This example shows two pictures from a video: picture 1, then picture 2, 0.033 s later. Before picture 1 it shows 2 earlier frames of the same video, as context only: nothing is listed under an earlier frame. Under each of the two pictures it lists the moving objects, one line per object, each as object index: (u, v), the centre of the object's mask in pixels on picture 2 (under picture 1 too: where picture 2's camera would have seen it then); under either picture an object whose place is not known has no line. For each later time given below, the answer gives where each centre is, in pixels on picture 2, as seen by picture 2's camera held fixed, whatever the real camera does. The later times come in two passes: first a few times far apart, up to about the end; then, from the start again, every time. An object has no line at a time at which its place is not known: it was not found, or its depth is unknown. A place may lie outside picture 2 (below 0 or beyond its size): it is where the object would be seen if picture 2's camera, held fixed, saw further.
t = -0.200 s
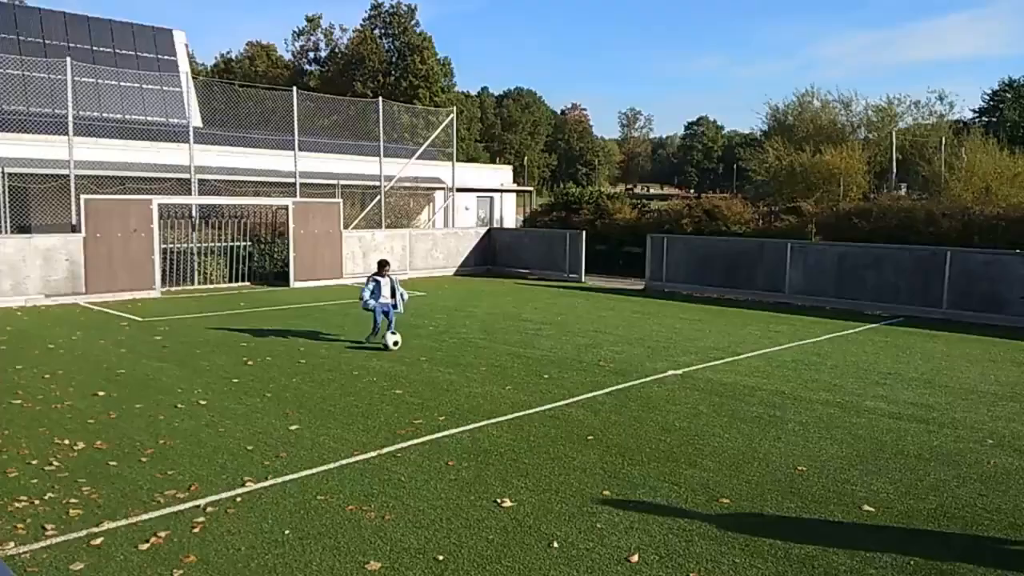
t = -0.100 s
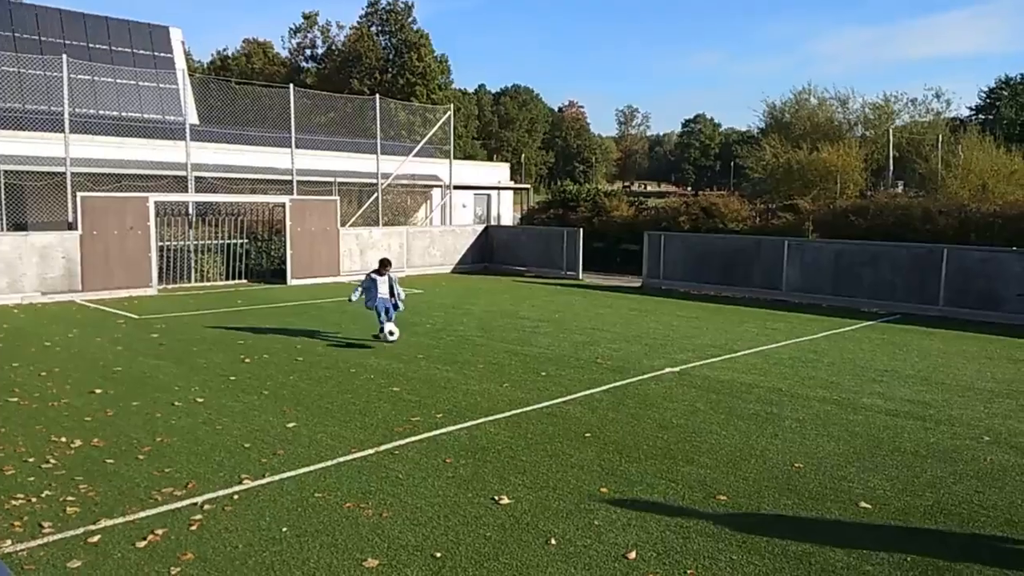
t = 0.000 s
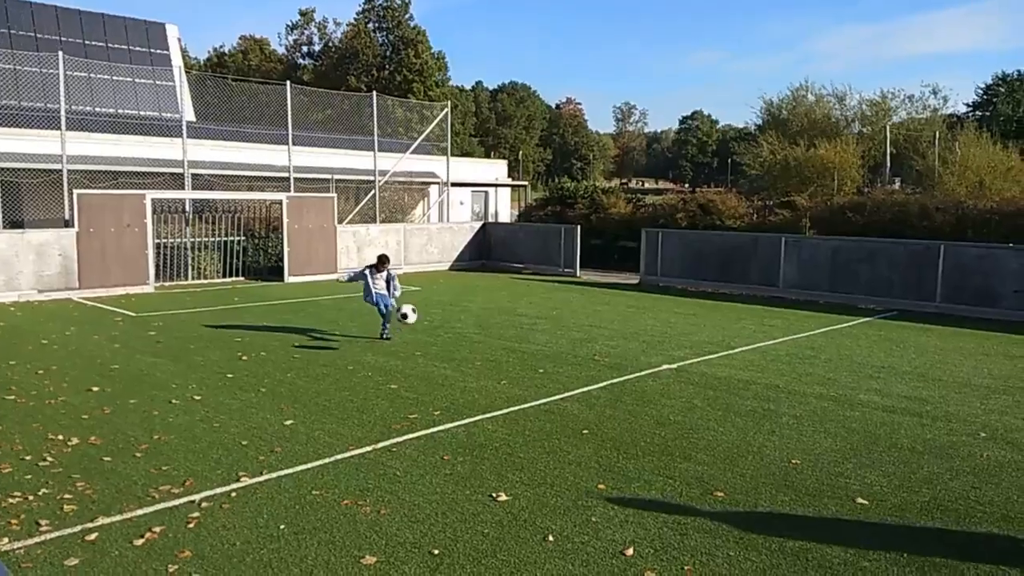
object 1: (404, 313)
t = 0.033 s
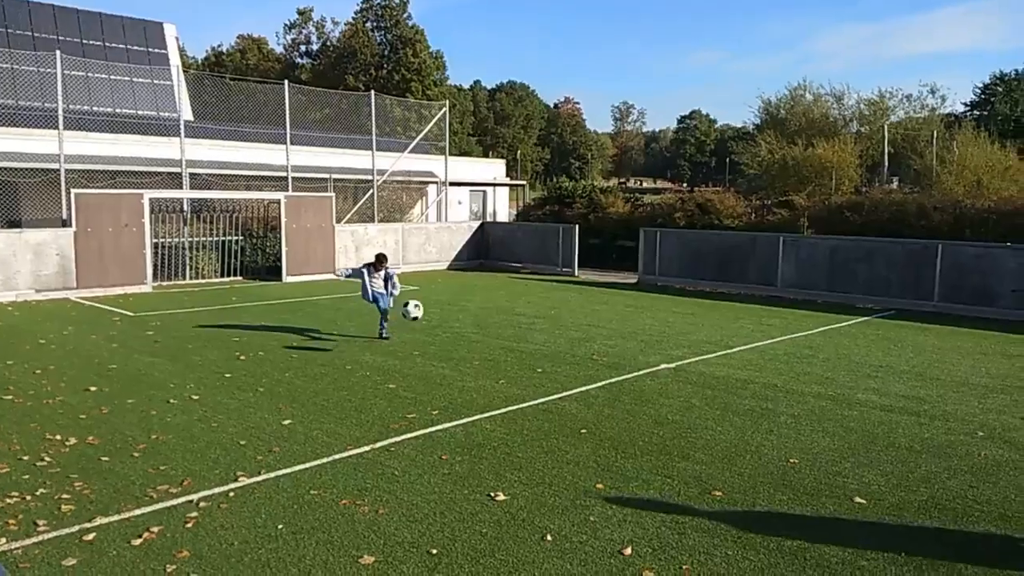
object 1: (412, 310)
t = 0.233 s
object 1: (463, 308)
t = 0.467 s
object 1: (539, 361)
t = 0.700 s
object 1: (616, 383)
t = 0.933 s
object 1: (695, 402)
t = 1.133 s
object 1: (762, 440)
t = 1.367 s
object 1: (831, 456)
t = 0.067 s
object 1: (421, 306)
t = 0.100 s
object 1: (428, 305)
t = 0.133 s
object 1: (436, 305)
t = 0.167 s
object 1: (445, 305)
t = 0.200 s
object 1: (455, 306)
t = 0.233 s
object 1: (463, 308)
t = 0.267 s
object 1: (473, 312)
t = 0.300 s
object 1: (484, 316)
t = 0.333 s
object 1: (494, 322)
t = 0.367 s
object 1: (505, 330)
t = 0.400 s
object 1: (516, 338)
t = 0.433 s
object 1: (527, 349)
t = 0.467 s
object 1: (539, 361)
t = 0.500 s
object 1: (551, 374)
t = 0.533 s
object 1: (563, 389)
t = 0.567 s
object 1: (577, 403)
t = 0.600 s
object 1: (587, 396)
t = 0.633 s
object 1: (596, 390)
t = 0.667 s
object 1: (606, 386)
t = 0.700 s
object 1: (616, 383)
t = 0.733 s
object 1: (627, 381)
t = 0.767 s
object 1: (637, 381)
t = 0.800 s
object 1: (649, 382)
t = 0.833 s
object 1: (661, 385)
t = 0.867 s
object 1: (672, 388)
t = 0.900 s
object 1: (683, 395)
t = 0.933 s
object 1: (695, 402)
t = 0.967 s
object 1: (705, 411)
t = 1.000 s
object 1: (718, 422)
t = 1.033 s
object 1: (730, 433)
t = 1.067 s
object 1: (742, 449)
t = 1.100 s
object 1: (752, 445)
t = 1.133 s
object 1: (762, 440)
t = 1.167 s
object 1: (771, 438)
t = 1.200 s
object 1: (781, 437)
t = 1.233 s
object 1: (791, 439)
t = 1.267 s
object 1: (800, 439)
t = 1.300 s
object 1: (810, 444)
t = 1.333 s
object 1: (821, 449)
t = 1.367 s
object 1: (831, 456)
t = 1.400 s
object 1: (840, 466)
